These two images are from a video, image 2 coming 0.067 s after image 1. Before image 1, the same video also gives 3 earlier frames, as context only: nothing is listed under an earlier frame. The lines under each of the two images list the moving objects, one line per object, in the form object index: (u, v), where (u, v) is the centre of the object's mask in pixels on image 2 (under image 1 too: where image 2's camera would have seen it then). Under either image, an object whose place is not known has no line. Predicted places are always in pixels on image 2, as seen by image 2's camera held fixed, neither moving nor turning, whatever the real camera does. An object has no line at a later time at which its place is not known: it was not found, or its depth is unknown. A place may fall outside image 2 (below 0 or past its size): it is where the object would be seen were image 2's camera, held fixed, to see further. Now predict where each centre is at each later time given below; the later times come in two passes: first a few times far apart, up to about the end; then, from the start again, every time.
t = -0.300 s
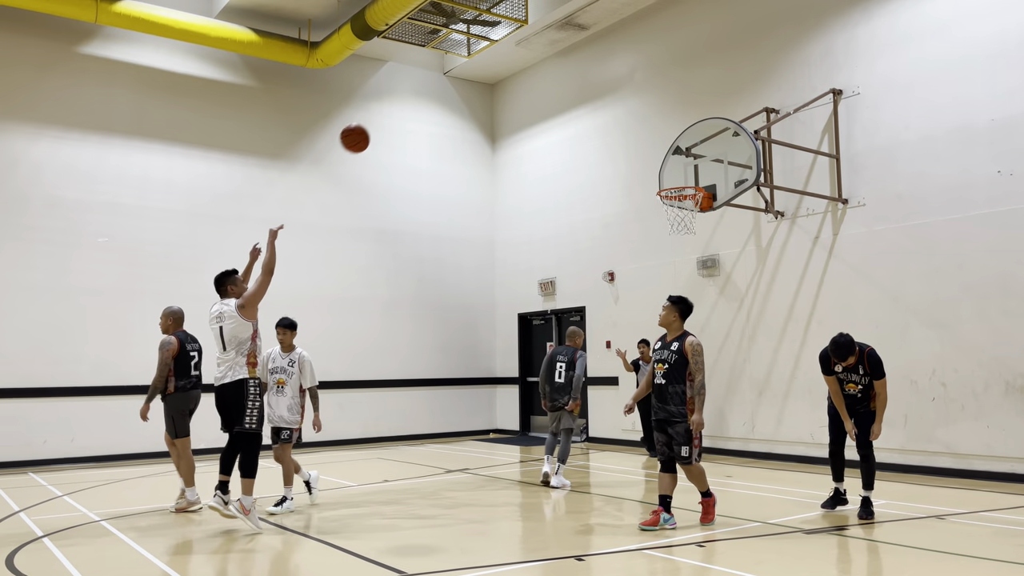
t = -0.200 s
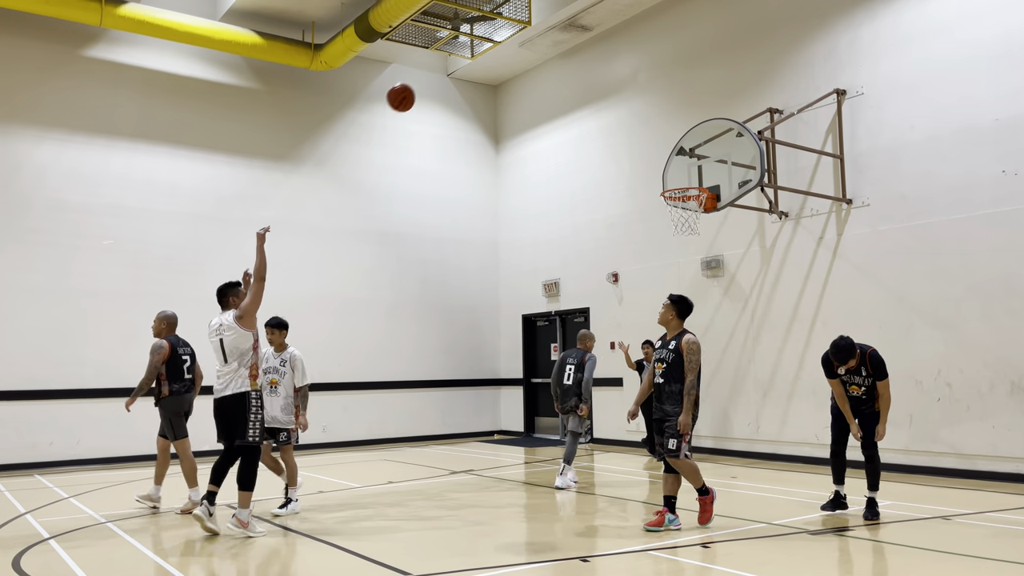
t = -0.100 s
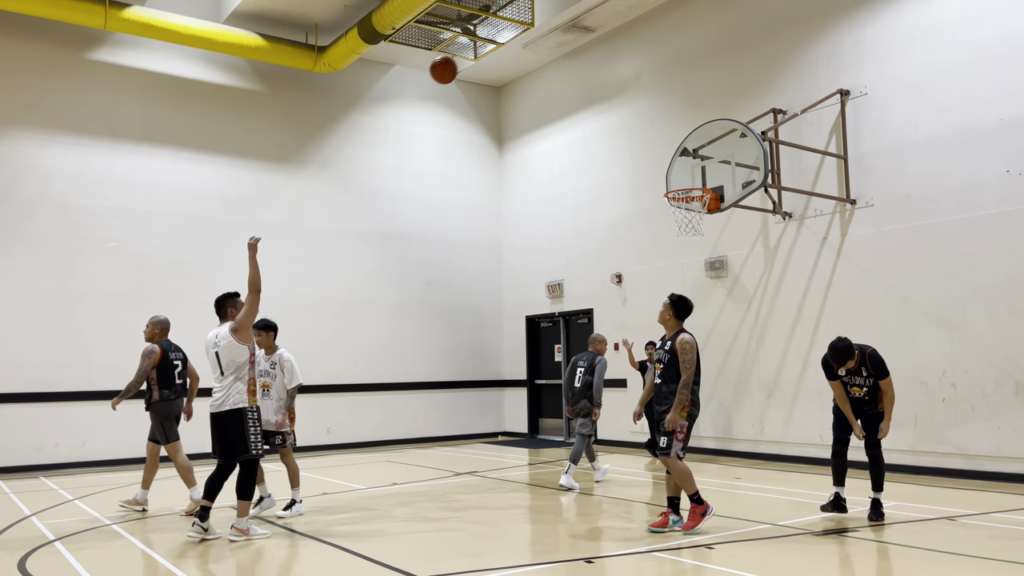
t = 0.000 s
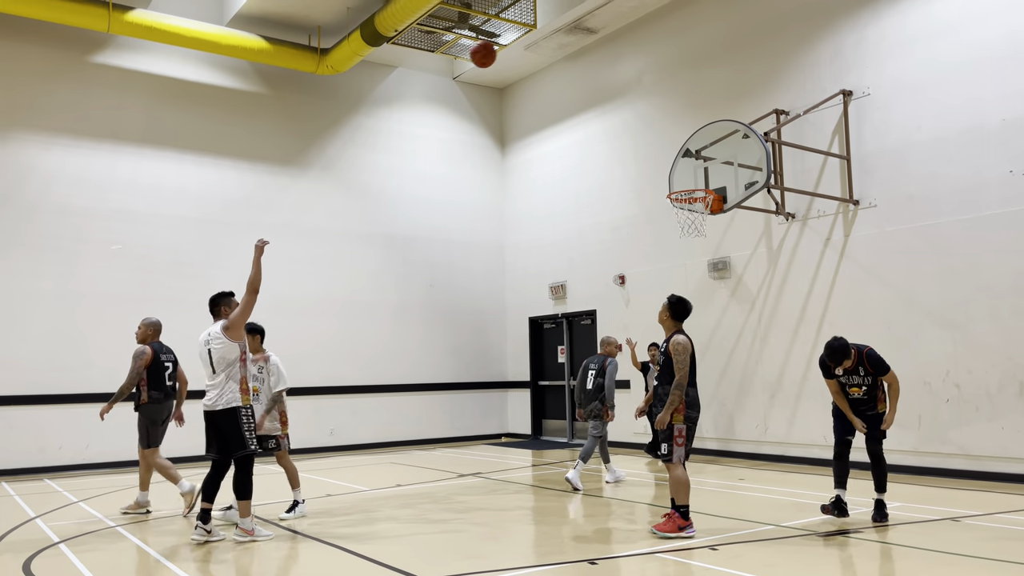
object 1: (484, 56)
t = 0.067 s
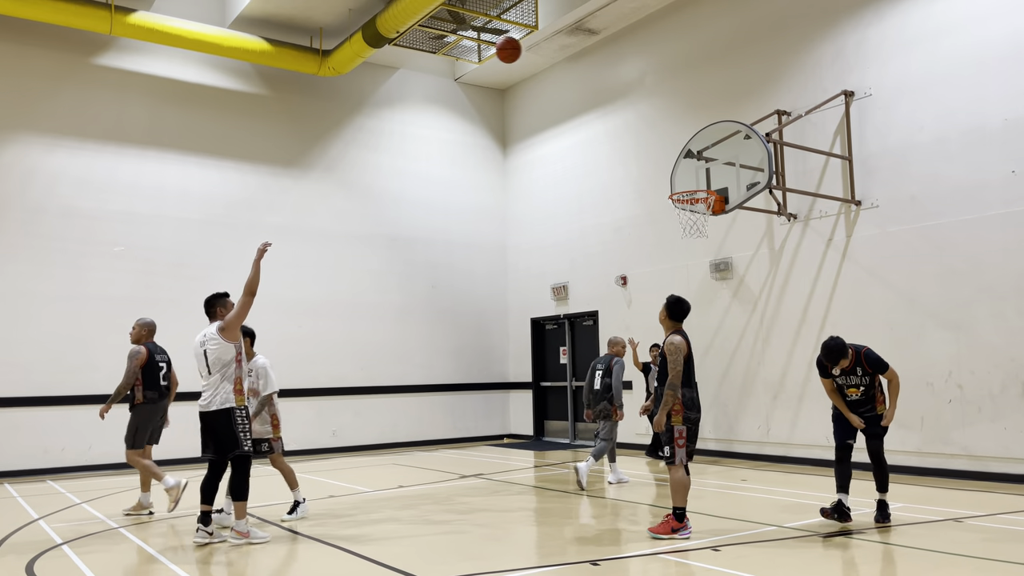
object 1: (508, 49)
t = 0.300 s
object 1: (586, 65)
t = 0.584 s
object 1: (673, 149)
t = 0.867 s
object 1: (757, 298)
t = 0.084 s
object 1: (515, 49)
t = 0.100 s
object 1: (520, 49)
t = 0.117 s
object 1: (525, 48)
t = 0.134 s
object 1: (531, 49)
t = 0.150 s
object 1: (537, 49)
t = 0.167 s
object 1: (542, 50)
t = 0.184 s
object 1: (548, 51)
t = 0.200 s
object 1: (553, 52)
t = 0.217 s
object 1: (559, 53)
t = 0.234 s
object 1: (565, 55)
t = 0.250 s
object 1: (570, 57)
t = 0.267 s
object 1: (575, 59)
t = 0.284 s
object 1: (581, 62)
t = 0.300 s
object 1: (586, 65)
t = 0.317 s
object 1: (591, 68)
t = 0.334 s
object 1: (597, 71)
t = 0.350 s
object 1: (602, 75)
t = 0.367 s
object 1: (607, 79)
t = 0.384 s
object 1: (613, 83)
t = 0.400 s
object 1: (618, 87)
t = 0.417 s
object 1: (623, 92)
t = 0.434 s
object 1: (628, 96)
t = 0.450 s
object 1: (633, 101)
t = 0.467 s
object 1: (638, 106)
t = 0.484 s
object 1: (643, 112)
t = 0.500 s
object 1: (648, 118)
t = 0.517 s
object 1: (653, 123)
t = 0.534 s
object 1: (658, 130)
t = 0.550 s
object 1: (664, 136)
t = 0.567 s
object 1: (669, 143)
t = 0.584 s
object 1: (673, 149)
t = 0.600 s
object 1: (678, 157)
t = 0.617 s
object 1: (684, 164)
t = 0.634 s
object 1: (689, 171)
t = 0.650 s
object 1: (693, 179)
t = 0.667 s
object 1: (698, 187)
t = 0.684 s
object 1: (704, 196)
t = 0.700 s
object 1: (708, 203)
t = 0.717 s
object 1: (713, 212)
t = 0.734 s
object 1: (718, 220)
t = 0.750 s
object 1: (723, 230)
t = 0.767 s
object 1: (727, 239)
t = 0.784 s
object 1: (732, 248)
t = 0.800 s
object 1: (738, 258)
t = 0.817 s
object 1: (742, 268)
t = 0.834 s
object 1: (747, 278)
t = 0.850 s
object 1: (752, 288)
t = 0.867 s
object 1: (757, 298)
